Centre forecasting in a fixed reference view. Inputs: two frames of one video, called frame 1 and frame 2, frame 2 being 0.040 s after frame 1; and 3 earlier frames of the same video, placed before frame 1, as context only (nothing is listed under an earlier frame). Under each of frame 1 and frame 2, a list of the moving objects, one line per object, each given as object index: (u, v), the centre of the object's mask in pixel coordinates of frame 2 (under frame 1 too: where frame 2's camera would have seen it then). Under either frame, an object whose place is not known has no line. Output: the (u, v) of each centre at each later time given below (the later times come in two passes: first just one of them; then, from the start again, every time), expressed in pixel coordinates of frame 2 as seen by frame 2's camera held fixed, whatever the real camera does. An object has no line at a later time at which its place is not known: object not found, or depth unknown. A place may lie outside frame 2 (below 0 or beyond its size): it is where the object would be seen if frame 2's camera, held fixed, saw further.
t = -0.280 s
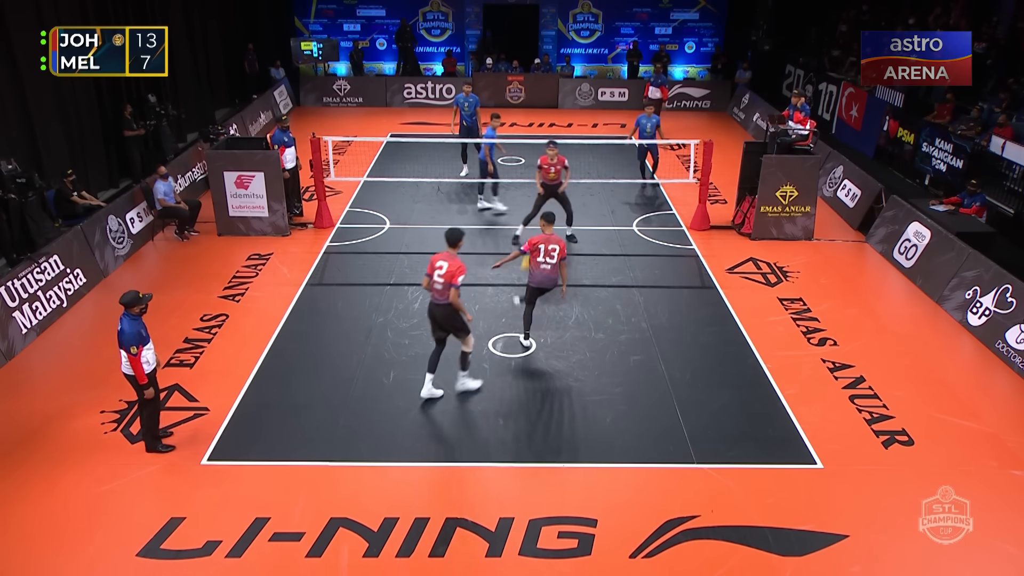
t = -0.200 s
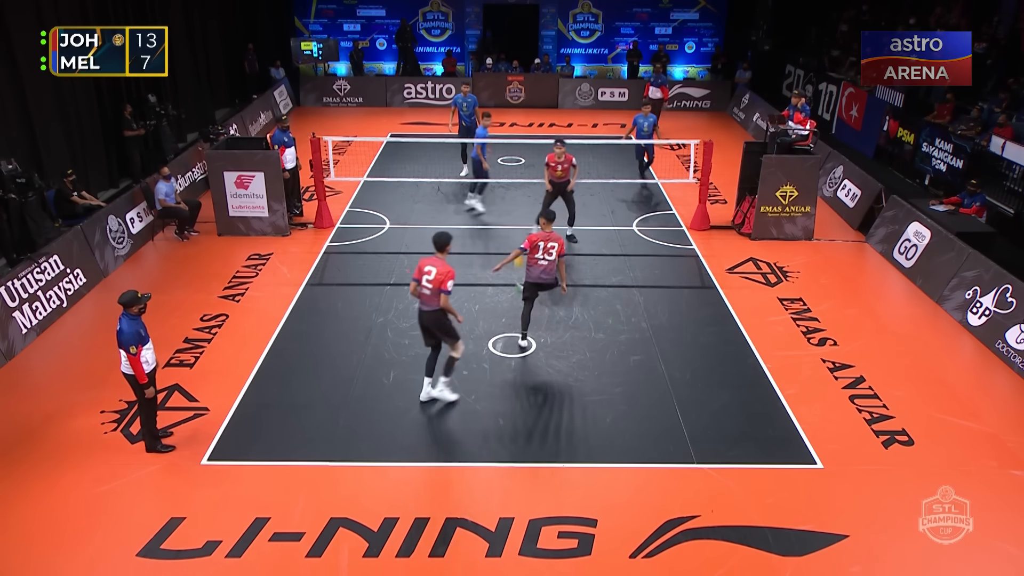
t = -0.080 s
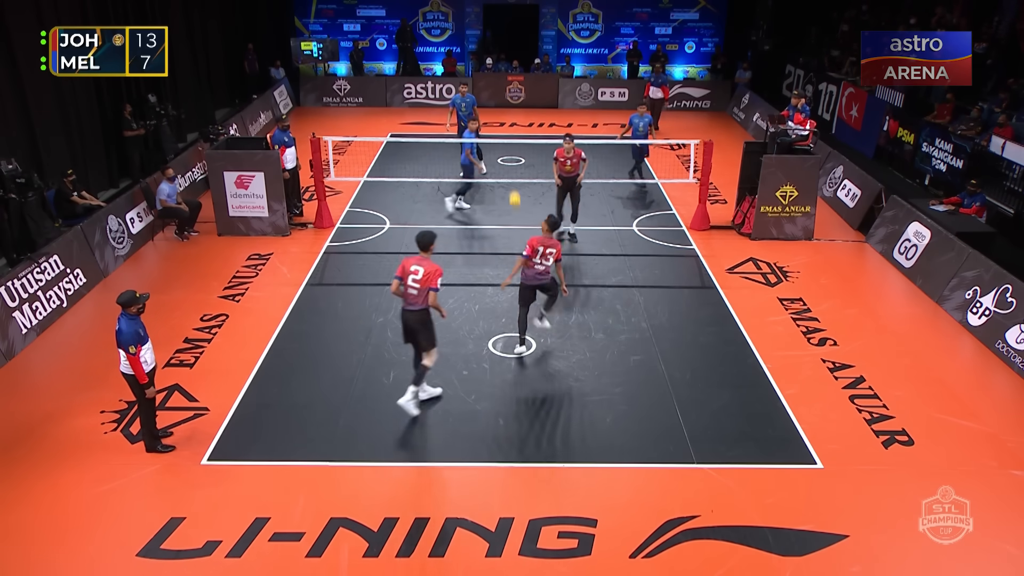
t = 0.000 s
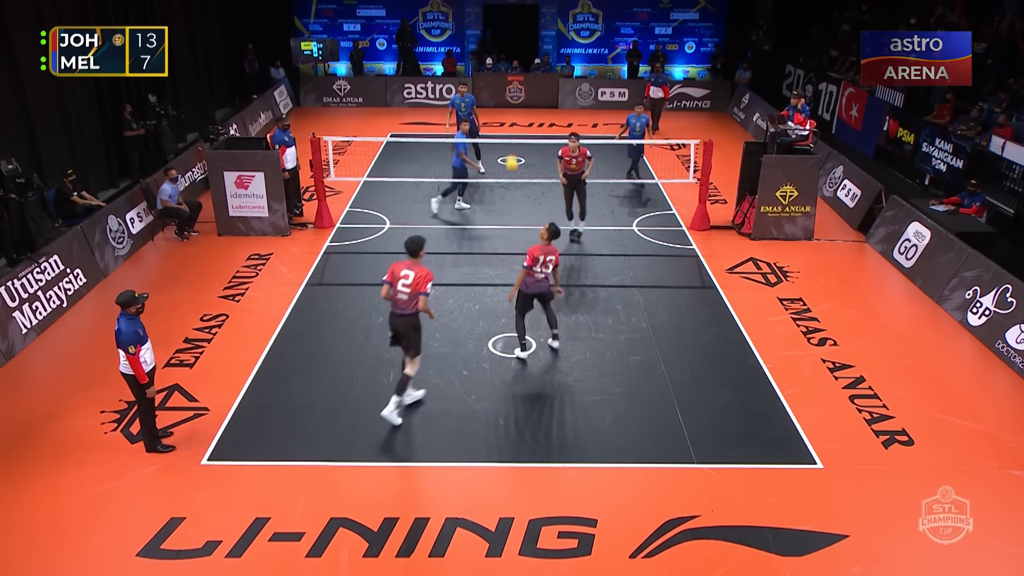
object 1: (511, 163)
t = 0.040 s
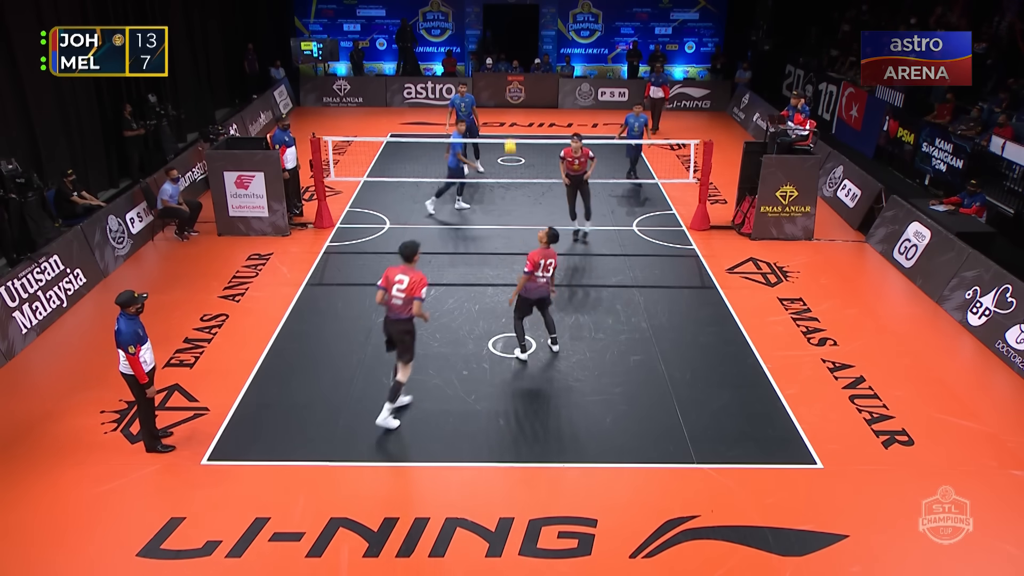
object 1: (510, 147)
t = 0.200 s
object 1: (502, 91)
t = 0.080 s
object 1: (508, 131)
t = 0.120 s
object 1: (506, 116)
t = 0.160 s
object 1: (505, 103)
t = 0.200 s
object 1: (502, 91)
